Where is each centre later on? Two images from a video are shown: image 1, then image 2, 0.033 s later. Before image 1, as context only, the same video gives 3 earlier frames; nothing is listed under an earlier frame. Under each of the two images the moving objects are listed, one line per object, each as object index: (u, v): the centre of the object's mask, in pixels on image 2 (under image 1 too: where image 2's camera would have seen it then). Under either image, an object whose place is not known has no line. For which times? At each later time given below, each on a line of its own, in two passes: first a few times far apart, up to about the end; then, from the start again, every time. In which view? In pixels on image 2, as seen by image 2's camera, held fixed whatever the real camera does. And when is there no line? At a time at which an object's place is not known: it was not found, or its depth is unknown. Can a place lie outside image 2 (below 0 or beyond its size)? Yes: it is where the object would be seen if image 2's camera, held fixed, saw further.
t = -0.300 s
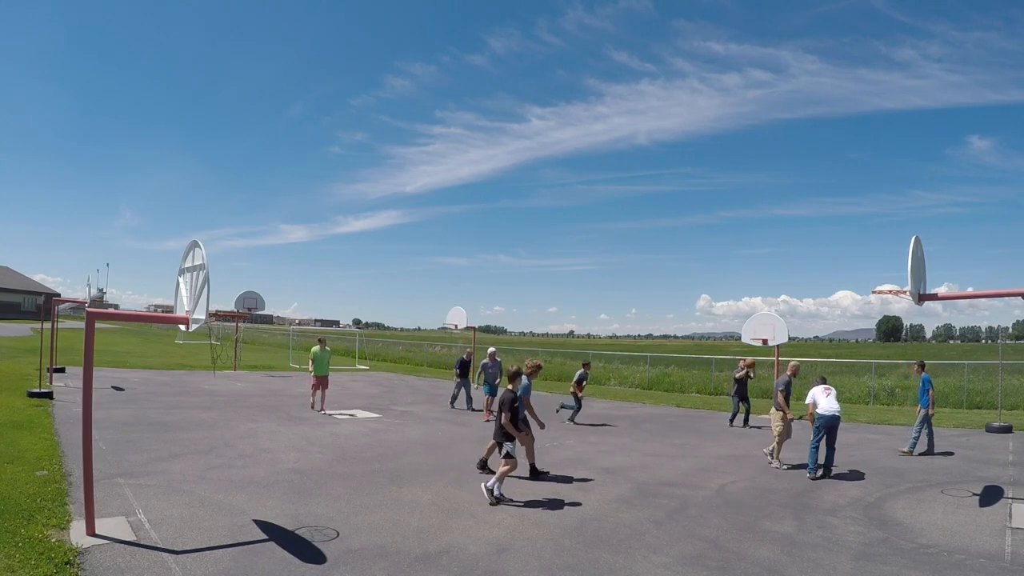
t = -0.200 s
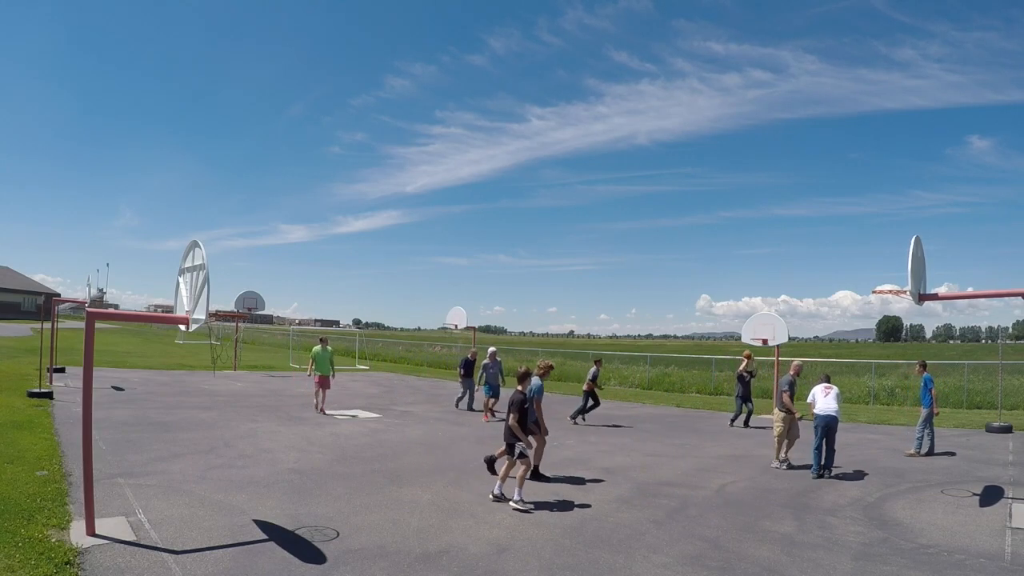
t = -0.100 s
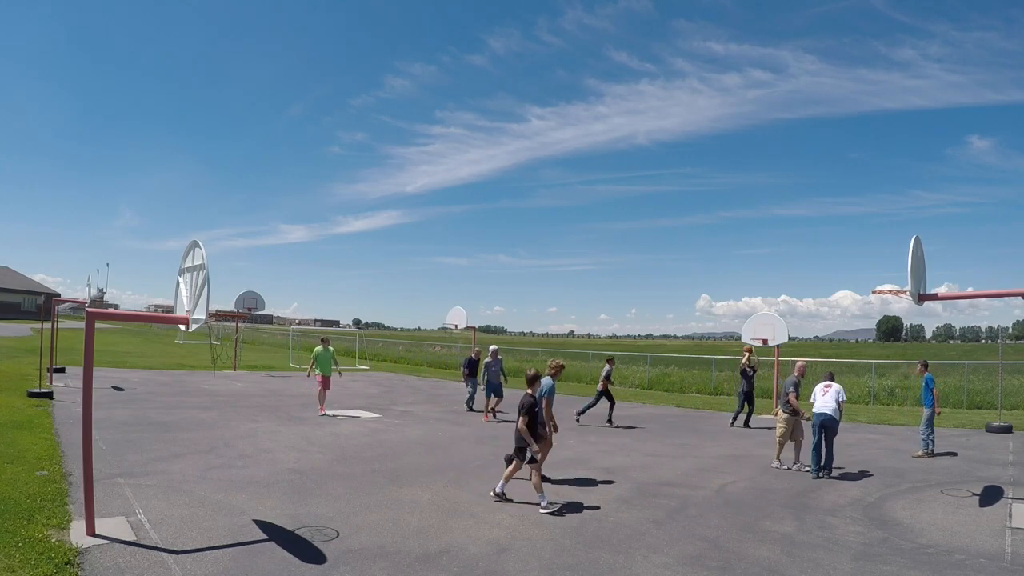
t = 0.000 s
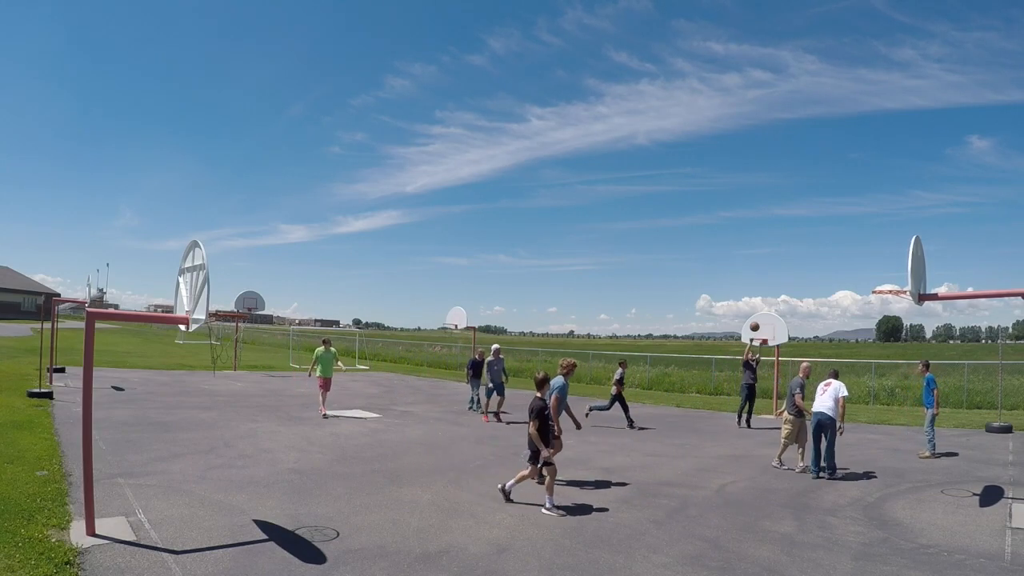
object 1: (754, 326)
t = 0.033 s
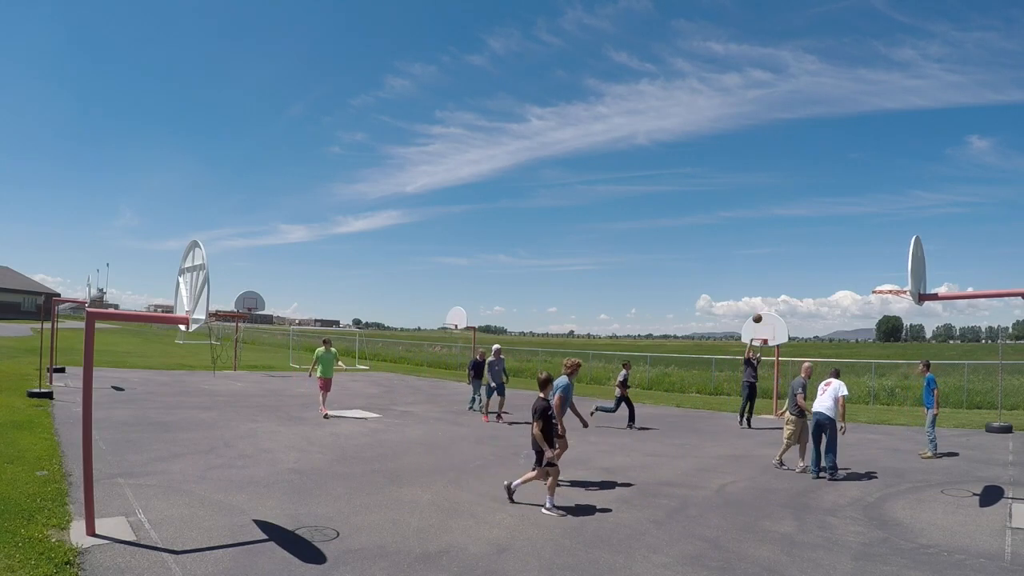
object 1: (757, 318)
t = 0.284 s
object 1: (778, 264)
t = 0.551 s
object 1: (805, 228)
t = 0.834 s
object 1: (843, 228)
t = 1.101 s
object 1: (893, 282)
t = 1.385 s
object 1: (869, 240)
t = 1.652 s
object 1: (826, 261)
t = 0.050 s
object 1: (758, 314)
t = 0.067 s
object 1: (759, 310)
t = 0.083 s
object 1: (761, 306)
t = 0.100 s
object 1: (762, 302)
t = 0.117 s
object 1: (763, 298)
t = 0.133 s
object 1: (765, 294)
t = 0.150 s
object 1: (766, 290)
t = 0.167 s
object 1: (767, 286)
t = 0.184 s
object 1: (769, 283)
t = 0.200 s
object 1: (770, 280)
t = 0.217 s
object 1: (772, 276)
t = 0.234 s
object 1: (773, 273)
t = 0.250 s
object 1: (775, 270)
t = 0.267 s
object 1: (776, 267)
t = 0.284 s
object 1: (778, 264)
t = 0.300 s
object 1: (779, 261)
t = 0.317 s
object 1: (781, 258)
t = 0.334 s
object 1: (782, 255)
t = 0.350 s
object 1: (784, 252)
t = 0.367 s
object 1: (785, 250)
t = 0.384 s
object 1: (787, 247)
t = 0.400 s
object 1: (789, 245)
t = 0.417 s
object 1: (790, 243)
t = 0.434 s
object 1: (792, 241)
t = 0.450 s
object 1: (794, 239)
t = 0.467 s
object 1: (796, 236)
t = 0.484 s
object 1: (797, 235)
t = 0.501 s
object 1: (799, 233)
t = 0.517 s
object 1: (801, 231)
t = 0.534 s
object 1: (803, 230)
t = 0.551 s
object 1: (805, 228)
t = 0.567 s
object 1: (807, 227)
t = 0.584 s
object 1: (808, 226)
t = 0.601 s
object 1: (810, 225)
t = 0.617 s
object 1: (813, 224)
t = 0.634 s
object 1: (815, 224)
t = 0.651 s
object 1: (817, 223)
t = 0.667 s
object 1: (819, 223)
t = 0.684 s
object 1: (821, 223)
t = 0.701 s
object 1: (823, 223)
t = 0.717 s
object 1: (826, 223)
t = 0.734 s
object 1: (828, 223)
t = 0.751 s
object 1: (830, 223)
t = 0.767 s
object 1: (833, 224)
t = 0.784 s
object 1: (835, 224)
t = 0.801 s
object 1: (838, 226)
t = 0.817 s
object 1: (840, 227)
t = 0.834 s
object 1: (843, 228)
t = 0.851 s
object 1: (846, 230)
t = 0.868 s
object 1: (848, 231)
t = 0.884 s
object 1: (851, 233)
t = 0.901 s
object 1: (854, 236)
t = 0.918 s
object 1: (857, 238)
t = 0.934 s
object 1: (860, 241)
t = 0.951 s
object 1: (863, 244)
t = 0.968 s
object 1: (866, 247)
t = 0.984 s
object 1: (869, 250)
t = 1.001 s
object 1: (873, 254)
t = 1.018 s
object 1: (876, 258)
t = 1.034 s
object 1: (880, 262)
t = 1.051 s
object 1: (883, 267)
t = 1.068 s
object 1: (887, 272)
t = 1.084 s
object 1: (890, 277)
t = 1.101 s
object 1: (893, 282)
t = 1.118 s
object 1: (895, 278)
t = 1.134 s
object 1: (898, 274)
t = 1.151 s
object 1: (899, 269)
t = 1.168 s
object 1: (900, 265)
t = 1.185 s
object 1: (900, 262)
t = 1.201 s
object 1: (898, 259)
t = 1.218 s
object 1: (895, 256)
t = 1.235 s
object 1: (893, 254)
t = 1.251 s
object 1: (890, 251)
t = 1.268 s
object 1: (887, 249)
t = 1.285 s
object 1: (885, 248)
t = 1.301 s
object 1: (882, 246)
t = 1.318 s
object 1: (880, 244)
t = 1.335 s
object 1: (877, 243)
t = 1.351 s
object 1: (874, 242)
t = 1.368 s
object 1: (872, 241)
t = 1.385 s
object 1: (869, 240)
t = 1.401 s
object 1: (866, 240)
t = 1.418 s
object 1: (864, 240)
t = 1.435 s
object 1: (861, 240)
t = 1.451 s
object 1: (859, 240)
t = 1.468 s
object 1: (856, 240)
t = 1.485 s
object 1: (853, 241)
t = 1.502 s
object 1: (850, 242)
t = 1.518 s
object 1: (848, 243)
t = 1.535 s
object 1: (845, 245)
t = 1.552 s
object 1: (842, 246)
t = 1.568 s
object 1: (839, 248)
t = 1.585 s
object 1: (837, 250)
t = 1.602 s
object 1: (834, 253)
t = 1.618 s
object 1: (831, 255)
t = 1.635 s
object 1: (829, 258)
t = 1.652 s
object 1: (826, 261)
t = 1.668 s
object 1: (823, 264)
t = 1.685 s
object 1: (820, 268)
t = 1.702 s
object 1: (817, 272)
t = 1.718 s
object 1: (815, 275)
